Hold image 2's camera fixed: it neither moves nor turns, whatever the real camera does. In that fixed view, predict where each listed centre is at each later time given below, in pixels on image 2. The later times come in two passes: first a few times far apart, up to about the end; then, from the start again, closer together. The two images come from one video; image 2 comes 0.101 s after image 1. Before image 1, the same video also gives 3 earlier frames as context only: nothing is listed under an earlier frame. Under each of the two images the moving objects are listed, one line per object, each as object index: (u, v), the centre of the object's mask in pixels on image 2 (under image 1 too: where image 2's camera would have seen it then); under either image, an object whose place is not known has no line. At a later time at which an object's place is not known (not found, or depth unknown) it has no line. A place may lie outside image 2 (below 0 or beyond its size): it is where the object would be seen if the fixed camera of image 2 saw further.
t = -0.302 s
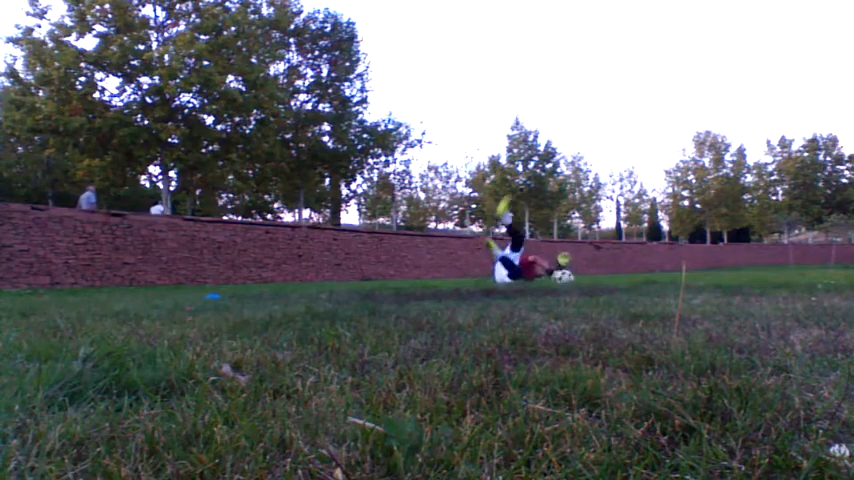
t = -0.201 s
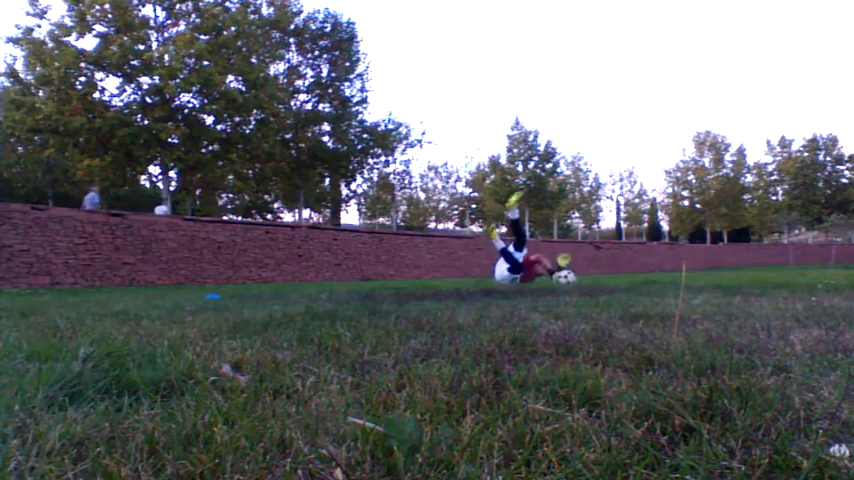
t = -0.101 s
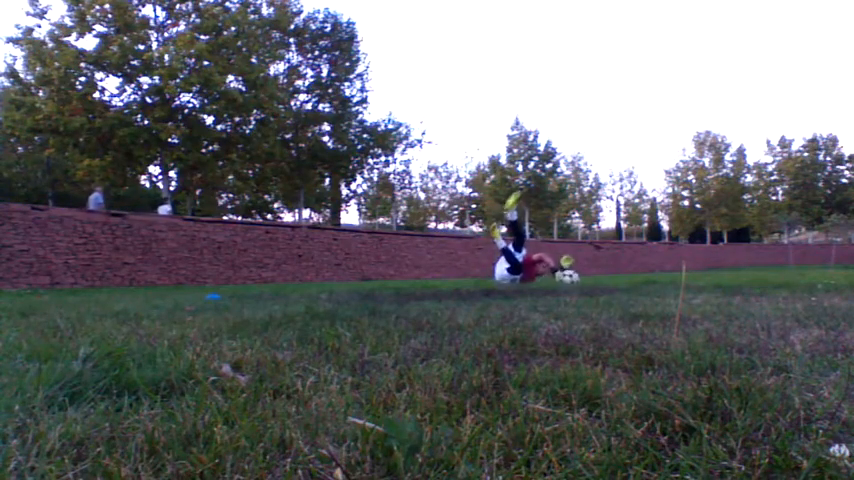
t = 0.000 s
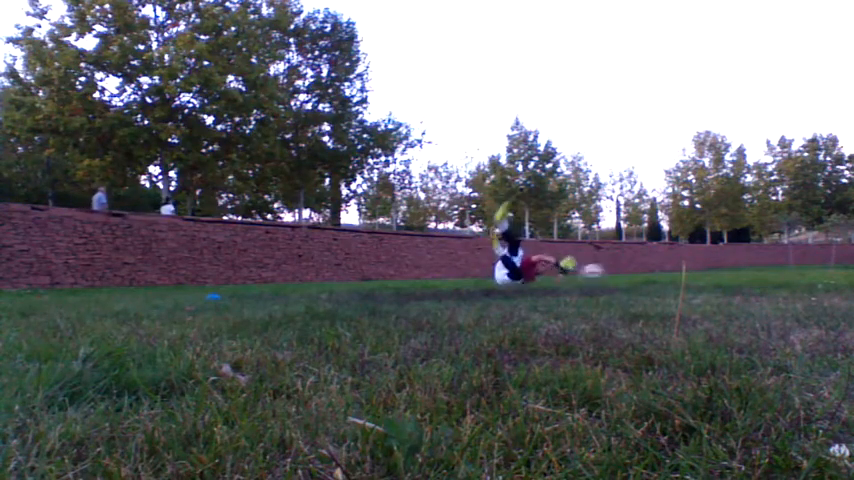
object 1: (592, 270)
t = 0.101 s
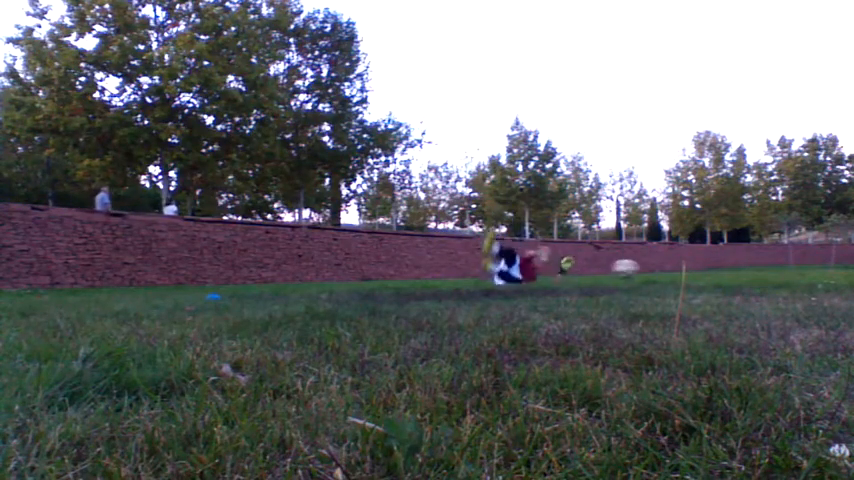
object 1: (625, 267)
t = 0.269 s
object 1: (685, 277)
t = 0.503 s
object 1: (752, 274)
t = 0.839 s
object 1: (836, 274)
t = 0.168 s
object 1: (648, 270)
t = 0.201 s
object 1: (660, 271)
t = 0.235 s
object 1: (673, 274)
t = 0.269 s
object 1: (685, 277)
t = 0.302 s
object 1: (696, 277)
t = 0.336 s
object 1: (704, 275)
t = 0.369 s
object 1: (713, 273)
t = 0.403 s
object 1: (722, 272)
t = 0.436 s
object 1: (732, 272)
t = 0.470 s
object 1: (741, 273)
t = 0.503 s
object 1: (752, 274)
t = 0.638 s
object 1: (786, 273)
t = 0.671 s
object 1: (794, 274)
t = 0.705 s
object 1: (803, 275)
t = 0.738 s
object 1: (811, 274)
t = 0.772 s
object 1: (820, 274)
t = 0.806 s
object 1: (828, 273)
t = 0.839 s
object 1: (836, 274)
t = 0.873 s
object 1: (842, 273)
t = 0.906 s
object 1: (846, 274)
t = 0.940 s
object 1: (850, 273)
